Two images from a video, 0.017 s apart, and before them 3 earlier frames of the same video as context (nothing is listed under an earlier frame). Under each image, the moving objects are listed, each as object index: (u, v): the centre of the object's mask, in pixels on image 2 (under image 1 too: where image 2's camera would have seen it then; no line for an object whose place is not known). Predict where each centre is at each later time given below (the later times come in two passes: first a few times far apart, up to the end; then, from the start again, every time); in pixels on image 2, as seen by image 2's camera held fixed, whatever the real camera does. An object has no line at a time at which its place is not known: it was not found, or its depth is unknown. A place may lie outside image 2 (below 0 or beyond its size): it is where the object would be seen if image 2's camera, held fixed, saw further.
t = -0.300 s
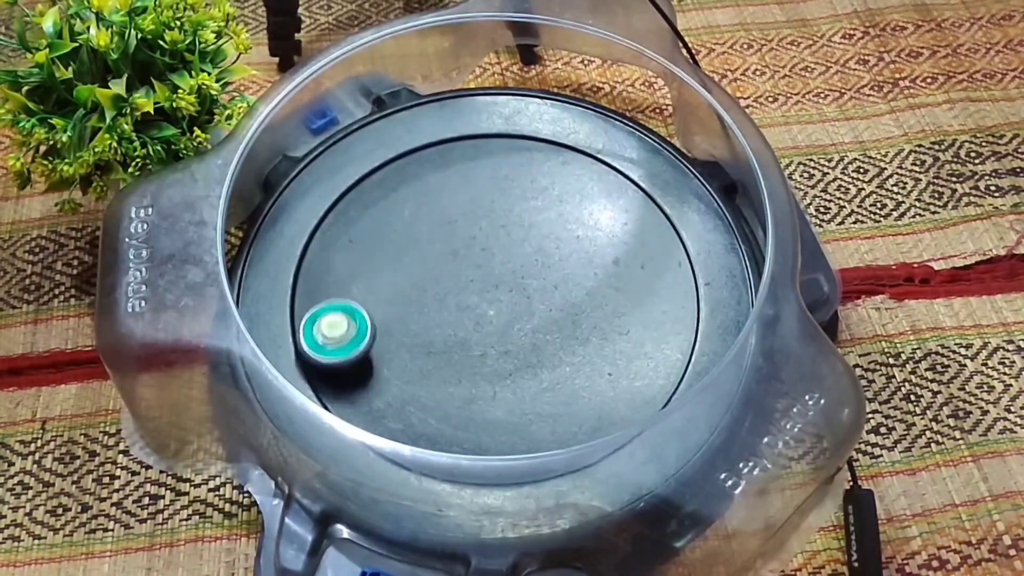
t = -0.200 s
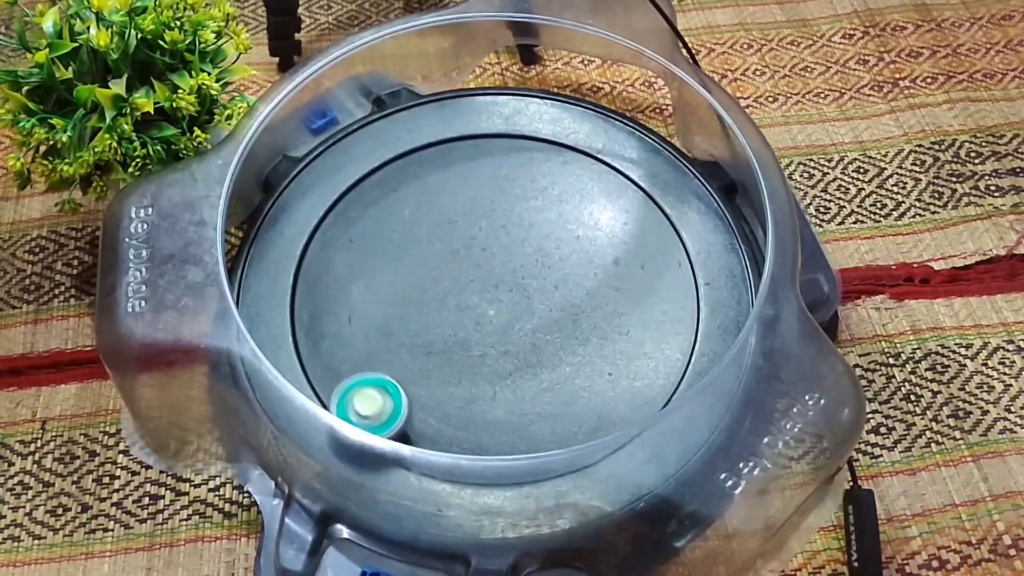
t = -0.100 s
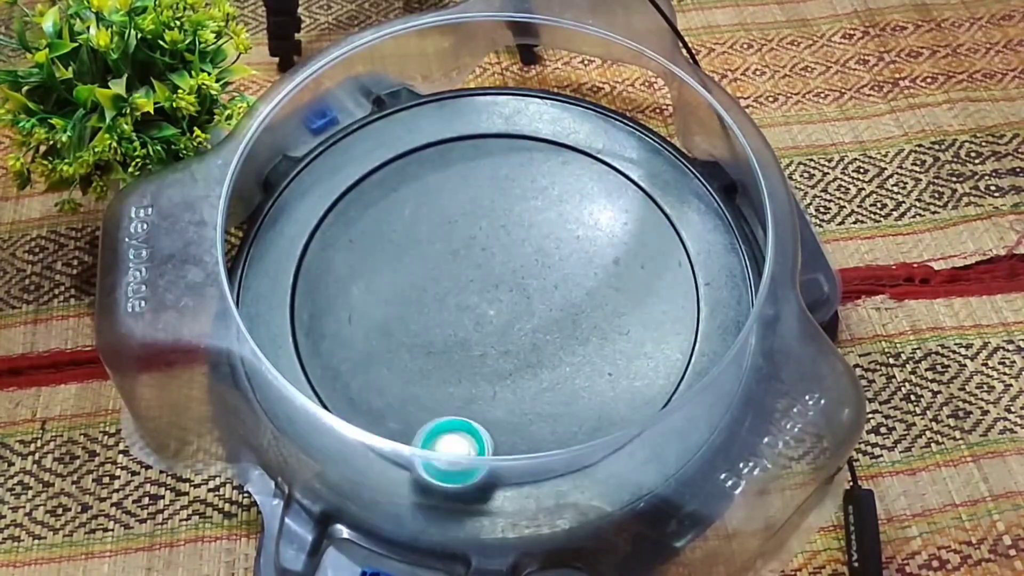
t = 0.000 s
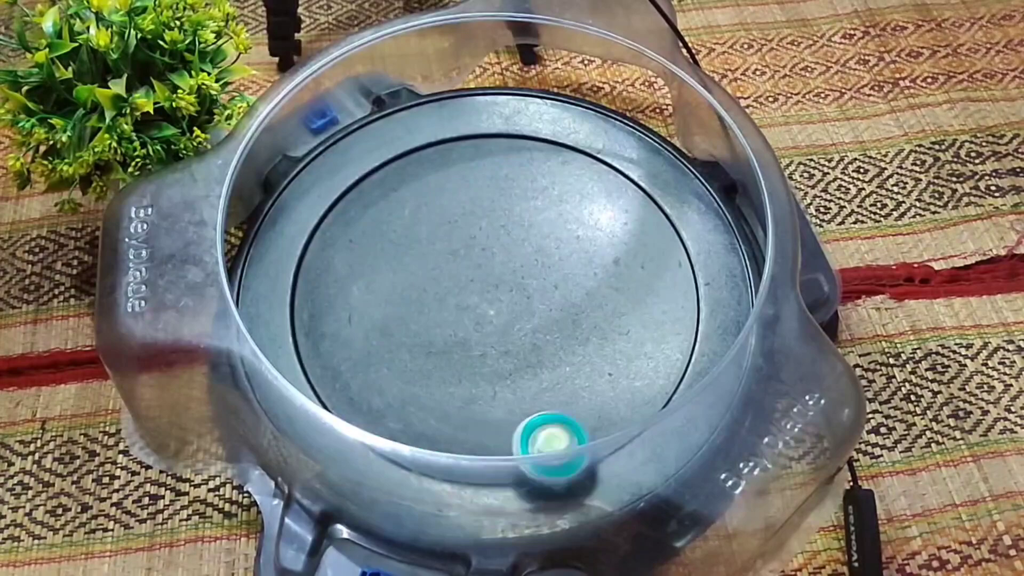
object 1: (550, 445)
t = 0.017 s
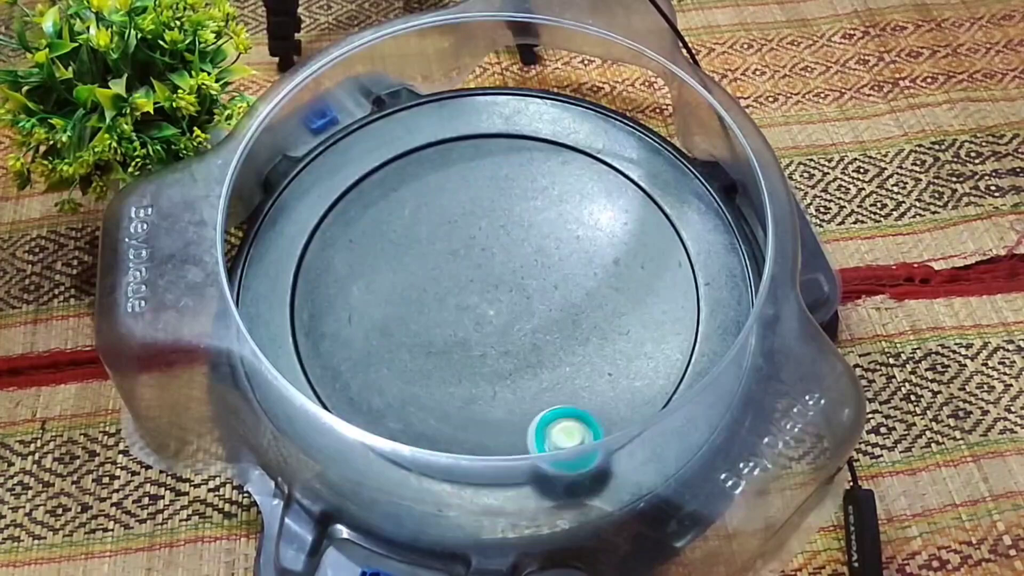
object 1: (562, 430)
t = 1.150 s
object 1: (568, 410)
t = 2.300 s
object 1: (575, 366)
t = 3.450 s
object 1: (597, 356)
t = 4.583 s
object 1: (596, 363)
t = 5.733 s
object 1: (576, 359)
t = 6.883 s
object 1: (514, 320)
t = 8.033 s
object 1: (511, 298)
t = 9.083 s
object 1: (504, 302)
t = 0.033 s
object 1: (576, 424)
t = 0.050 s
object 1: (590, 418)
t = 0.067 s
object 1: (603, 411)
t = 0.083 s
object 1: (615, 403)
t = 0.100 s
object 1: (625, 393)
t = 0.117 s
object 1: (634, 383)
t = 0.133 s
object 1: (640, 370)
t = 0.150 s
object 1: (645, 358)
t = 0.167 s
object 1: (648, 346)
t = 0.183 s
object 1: (649, 332)
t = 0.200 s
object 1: (649, 320)
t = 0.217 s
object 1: (648, 307)
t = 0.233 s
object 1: (645, 295)
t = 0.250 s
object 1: (641, 283)
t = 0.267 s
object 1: (636, 272)
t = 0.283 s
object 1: (630, 260)
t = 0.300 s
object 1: (623, 250)
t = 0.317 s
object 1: (614, 240)
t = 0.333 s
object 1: (605, 231)
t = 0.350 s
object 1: (595, 223)
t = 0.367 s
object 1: (584, 215)
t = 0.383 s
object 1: (573, 208)
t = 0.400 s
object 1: (561, 203)
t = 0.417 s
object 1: (549, 198)
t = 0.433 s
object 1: (536, 195)
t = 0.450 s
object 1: (523, 191)
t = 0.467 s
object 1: (509, 189)
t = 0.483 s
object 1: (496, 188)
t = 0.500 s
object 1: (482, 188)
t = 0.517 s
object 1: (469, 188)
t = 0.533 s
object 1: (456, 190)
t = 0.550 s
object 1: (443, 192)
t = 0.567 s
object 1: (430, 195)
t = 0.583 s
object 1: (418, 200)
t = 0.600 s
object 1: (407, 204)
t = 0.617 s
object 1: (396, 210)
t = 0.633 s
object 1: (386, 216)
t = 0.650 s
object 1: (376, 224)
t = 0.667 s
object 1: (367, 232)
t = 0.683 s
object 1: (359, 241)
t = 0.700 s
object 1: (352, 250)
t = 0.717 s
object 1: (346, 260)
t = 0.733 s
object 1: (340, 270)
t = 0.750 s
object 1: (336, 281)
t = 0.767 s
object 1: (333, 292)
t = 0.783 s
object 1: (332, 304)
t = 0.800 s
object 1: (331, 316)
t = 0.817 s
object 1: (331, 328)
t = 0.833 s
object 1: (333, 340)
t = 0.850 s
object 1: (337, 352)
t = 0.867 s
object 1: (341, 363)
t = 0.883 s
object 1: (348, 375)
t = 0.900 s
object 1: (356, 384)
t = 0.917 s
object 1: (366, 393)
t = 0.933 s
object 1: (377, 402)
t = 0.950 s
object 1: (390, 409)
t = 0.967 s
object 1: (404, 415)
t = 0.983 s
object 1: (418, 420)
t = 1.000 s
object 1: (433, 424)
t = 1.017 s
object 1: (449, 427)
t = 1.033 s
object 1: (465, 429)
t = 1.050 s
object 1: (481, 430)
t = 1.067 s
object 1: (497, 430)
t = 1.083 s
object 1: (512, 428)
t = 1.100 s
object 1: (527, 426)
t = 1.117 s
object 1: (541, 422)
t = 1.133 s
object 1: (555, 417)
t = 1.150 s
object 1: (568, 410)
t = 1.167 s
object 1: (579, 402)
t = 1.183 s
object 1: (588, 392)
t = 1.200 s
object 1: (597, 382)
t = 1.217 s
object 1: (604, 371)
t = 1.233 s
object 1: (610, 359)
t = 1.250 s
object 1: (614, 348)
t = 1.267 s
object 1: (616, 338)
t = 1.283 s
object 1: (617, 326)
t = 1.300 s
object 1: (617, 315)
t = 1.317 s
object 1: (616, 304)
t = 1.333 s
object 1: (614, 294)
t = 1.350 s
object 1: (611, 284)
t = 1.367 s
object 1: (607, 274)
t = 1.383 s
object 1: (601, 265)
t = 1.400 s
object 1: (596, 256)
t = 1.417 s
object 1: (589, 249)
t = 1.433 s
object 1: (581, 241)
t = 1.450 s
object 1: (574, 234)
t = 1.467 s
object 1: (565, 228)
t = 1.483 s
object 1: (556, 222)
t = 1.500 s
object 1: (547, 217)
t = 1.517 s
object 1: (537, 213)
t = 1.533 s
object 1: (528, 209)
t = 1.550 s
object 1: (518, 207)
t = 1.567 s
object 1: (508, 205)
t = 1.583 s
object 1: (498, 204)
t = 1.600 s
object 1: (488, 204)
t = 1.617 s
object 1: (479, 204)
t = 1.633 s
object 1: (469, 205)
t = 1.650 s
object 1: (460, 207)
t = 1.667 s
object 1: (450, 209)
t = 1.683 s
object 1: (441, 212)
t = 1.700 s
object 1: (433, 215)
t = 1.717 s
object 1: (425, 219)
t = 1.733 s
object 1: (417, 224)
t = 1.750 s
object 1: (409, 229)
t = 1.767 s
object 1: (403, 235)
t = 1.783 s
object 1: (397, 242)
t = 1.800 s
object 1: (391, 249)
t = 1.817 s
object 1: (386, 256)
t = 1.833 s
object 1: (382, 265)
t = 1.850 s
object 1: (380, 272)
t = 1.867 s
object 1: (377, 281)
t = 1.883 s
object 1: (376, 290)
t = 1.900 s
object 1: (376, 299)
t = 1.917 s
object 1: (376, 308)
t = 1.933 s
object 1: (378, 317)
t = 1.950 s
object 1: (380, 326)
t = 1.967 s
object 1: (384, 335)
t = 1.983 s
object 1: (388, 345)
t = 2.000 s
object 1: (393, 352)
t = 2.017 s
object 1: (400, 361)
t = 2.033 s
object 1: (407, 368)
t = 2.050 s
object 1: (416, 374)
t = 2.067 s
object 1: (425, 380)
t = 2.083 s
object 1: (435, 386)
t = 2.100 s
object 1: (446, 390)
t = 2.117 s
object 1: (457, 393)
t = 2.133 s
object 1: (468, 395)
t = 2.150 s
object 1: (480, 397)
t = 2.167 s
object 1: (492, 397)
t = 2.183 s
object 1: (504, 396)
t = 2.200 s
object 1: (515, 395)
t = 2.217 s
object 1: (526, 392)
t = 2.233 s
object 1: (538, 389)
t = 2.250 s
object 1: (548, 384)
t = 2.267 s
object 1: (558, 379)
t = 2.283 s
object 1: (566, 373)
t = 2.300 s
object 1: (575, 366)
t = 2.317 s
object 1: (583, 359)
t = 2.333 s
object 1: (589, 351)
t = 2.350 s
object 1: (595, 342)
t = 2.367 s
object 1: (599, 334)
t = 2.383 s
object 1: (603, 325)
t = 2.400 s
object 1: (606, 316)
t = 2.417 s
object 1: (607, 307)
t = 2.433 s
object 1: (608, 297)
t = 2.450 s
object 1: (607, 290)
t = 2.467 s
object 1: (606, 280)
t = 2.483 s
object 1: (604, 272)
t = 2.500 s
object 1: (601, 264)
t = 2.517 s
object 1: (597, 256)
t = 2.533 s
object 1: (593, 249)
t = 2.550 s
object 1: (587, 242)
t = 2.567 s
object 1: (581, 236)
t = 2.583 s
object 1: (575, 230)
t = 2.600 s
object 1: (568, 225)
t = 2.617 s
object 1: (560, 220)
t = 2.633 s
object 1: (552, 216)
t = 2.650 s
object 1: (544, 213)
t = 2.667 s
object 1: (535, 210)
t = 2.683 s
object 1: (527, 207)
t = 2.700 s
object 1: (518, 207)
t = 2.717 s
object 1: (509, 206)
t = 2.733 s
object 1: (500, 206)
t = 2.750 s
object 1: (491, 206)
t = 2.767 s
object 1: (481, 208)
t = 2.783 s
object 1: (473, 209)
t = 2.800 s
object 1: (464, 212)
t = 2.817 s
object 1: (455, 215)
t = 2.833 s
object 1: (447, 219)
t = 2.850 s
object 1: (440, 224)
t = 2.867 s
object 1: (432, 230)
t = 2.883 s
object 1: (425, 235)
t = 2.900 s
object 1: (419, 241)
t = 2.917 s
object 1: (414, 248)
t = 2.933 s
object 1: (409, 256)
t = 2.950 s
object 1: (405, 263)
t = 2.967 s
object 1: (402, 271)
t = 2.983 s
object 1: (400, 280)
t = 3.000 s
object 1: (398, 288)
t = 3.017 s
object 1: (398, 297)
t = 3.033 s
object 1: (398, 306)
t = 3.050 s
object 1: (399, 315)
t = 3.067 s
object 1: (401, 325)
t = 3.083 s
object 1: (404, 334)
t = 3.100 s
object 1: (409, 342)
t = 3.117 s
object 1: (414, 351)
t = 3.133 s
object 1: (420, 358)
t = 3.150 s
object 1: (427, 365)
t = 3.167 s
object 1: (435, 372)
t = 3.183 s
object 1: (443, 378)
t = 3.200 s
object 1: (452, 383)
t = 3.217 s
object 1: (462, 387)
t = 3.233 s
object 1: (473, 390)
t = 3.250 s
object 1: (483, 393)
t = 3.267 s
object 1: (494, 394)
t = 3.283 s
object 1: (505, 395)
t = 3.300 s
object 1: (515, 394)
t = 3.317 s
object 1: (526, 394)
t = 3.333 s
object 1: (537, 392)
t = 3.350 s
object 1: (547, 389)
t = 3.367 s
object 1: (557, 385)
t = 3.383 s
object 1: (567, 381)
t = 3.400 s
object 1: (575, 376)
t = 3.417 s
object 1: (583, 369)
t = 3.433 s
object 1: (591, 363)
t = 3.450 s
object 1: (597, 356)
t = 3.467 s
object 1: (602, 349)
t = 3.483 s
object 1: (607, 341)
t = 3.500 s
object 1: (611, 333)
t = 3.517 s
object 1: (613, 326)
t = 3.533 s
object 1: (615, 317)
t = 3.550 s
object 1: (616, 309)
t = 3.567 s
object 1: (617, 301)
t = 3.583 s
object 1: (615, 293)
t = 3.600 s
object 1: (614, 285)
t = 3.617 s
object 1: (611, 278)
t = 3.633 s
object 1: (608, 270)
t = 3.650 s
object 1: (604, 263)
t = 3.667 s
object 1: (599, 256)
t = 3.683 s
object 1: (594, 250)
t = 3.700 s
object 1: (588, 245)
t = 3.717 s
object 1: (581, 239)
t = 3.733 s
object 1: (574, 235)
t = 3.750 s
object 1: (567, 232)
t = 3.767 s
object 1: (558, 227)
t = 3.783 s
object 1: (550, 224)
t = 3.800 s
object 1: (541, 222)
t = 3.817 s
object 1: (532, 220)
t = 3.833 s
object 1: (523, 219)
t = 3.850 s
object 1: (514, 219)
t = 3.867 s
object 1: (504, 219)
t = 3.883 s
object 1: (495, 221)
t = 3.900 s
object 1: (486, 222)
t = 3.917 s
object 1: (476, 225)
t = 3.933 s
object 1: (468, 228)
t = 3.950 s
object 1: (459, 232)
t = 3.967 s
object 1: (451, 237)
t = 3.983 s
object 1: (443, 242)
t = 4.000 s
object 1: (436, 247)
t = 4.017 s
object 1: (429, 254)
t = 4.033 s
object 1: (423, 261)
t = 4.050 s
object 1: (418, 268)
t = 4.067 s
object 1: (414, 276)
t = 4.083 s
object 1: (410, 284)
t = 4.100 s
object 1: (407, 292)
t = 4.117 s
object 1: (406, 302)
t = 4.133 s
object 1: (404, 310)
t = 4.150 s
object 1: (404, 319)
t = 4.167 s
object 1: (405, 329)
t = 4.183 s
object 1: (406, 338)
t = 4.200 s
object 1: (409, 346)
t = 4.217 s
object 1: (413, 356)
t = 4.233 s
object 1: (418, 363)
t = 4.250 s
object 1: (424, 371)
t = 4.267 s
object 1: (430, 378)
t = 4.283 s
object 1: (437, 384)
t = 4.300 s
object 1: (446, 390)
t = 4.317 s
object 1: (454, 394)
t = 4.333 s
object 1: (464, 399)
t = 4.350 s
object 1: (473, 402)
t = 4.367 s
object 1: (483, 405)
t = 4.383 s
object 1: (494, 407)
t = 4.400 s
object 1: (504, 407)
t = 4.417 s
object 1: (515, 407)
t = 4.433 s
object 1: (525, 405)
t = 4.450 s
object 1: (535, 403)
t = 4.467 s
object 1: (544, 401)
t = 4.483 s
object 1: (553, 397)
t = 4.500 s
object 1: (562, 393)
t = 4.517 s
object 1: (571, 388)
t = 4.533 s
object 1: (578, 383)
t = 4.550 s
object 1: (585, 376)
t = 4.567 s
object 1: (591, 370)
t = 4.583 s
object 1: (596, 363)
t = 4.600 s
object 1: (600, 356)
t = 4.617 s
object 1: (604, 347)
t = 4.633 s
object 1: (606, 340)
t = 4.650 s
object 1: (608, 332)
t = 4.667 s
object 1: (609, 324)
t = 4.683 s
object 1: (609, 317)
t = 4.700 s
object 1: (608, 309)
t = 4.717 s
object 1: (606, 301)
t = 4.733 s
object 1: (604, 293)
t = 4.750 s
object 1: (601, 286)
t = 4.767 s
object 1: (596, 280)
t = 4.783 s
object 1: (592, 273)
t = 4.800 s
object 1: (587, 267)
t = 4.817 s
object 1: (581, 261)
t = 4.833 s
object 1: (574, 255)
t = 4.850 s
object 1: (567, 251)
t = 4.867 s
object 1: (559, 247)
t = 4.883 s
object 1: (551, 243)
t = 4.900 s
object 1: (543, 240)
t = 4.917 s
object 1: (534, 237)
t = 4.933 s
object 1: (526, 235)
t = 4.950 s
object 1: (516, 234)
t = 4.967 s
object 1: (507, 233)
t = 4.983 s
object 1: (498, 234)
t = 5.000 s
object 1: (488, 234)
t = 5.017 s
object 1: (479, 235)
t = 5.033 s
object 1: (470, 237)
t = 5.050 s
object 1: (462, 240)
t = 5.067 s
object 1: (453, 243)
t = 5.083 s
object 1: (446, 247)
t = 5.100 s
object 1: (438, 251)
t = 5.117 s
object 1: (431, 257)
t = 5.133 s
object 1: (424, 262)
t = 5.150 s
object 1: (419, 268)
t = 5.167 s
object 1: (413, 274)
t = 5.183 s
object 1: (409, 280)
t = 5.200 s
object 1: (405, 288)
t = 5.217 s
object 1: (401, 295)
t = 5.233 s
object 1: (399, 303)
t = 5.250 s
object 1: (397, 311)
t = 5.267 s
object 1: (396, 319)
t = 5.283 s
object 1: (396, 327)
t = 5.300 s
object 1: (396, 335)
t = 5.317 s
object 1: (398, 344)
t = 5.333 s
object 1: (400, 351)
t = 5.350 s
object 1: (403, 359)
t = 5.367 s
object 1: (408, 365)
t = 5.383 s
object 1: (413, 372)
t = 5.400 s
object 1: (419, 378)
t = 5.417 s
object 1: (425, 384)
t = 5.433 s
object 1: (433, 389)
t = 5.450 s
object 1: (440, 394)
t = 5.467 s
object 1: (449, 397)
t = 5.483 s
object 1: (458, 400)
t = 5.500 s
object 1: (467, 403)
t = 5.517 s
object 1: (476, 404)
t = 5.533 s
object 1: (486, 405)
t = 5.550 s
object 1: (495, 405)
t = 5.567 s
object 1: (505, 404)
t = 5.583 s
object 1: (514, 402)
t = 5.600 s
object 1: (523, 400)
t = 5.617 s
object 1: (531, 397)
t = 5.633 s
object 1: (539, 393)
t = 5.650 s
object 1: (547, 388)
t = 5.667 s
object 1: (554, 383)
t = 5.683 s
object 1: (561, 378)
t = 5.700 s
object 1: (567, 372)
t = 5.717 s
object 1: (572, 366)
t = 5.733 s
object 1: (576, 359)
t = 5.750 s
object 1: (579, 352)
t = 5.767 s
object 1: (582, 345)
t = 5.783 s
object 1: (584, 337)
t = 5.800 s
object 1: (585, 330)
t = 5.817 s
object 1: (586, 322)
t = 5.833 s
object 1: (586, 314)
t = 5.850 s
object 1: (585, 307)
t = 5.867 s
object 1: (583, 300)
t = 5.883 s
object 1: (581, 292)
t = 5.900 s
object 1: (578, 286)
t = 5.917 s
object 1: (574, 279)
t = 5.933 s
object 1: (570, 273)
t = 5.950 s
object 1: (564, 266)
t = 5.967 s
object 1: (559, 260)
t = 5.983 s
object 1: (552, 255)
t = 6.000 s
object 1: (545, 251)
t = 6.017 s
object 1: (537, 248)
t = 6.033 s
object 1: (529, 244)
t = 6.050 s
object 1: (521, 242)
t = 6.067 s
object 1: (513, 240)
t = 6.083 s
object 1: (504, 239)
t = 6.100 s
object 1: (497, 238)
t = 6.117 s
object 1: (488, 238)
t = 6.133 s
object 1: (480, 239)
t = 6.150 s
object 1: (474, 240)
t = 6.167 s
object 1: (467, 242)
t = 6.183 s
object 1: (461, 244)
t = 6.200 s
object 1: (455, 246)
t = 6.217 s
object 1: (449, 250)
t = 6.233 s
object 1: (443, 253)
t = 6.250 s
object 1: (438, 256)
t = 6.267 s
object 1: (434, 261)
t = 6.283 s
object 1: (429, 266)
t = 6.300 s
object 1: (426, 271)
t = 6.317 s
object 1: (423, 275)
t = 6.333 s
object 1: (420, 280)
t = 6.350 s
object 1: (419, 285)
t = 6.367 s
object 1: (417, 291)
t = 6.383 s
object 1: (417, 297)
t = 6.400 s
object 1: (417, 301)
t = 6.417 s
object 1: (418, 307)
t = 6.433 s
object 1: (419, 312)
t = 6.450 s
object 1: (421, 317)
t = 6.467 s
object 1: (423, 322)
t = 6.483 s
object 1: (426, 327)
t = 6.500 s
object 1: (429, 330)
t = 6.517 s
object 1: (433, 334)
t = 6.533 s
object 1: (437, 337)
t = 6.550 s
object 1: (441, 340)
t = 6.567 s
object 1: (445, 343)
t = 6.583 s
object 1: (450, 345)
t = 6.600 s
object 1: (456, 346)
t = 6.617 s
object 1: (461, 347)
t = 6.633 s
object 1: (467, 347)
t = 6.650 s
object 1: (472, 348)
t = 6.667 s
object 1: (478, 347)
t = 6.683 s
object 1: (483, 346)
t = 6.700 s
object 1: (488, 345)
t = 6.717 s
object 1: (493, 343)
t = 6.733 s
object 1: (497, 341)
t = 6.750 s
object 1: (500, 339)
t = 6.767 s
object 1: (503, 336)
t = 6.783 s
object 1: (506, 334)
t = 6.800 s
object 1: (508, 332)
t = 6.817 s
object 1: (510, 330)
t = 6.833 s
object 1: (511, 327)
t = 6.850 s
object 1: (512, 325)
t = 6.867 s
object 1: (513, 322)
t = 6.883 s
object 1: (514, 320)
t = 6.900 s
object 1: (514, 318)
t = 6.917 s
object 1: (515, 315)
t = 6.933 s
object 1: (515, 313)
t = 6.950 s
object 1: (514, 311)
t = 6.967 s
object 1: (513, 309)
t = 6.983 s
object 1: (513, 308)
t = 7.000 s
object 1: (512, 306)
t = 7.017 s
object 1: (511, 305)
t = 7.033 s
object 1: (510, 304)
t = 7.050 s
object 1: (510, 302)
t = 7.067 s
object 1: (509, 301)
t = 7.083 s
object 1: (508, 301)
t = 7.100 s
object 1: (507, 300)
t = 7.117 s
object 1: (505, 299)
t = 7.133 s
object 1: (504, 298)
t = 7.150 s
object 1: (504, 297)
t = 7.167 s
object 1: (503, 296)
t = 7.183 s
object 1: (502, 296)
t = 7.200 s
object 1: (501, 296)
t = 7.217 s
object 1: (500, 296)
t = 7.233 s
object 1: (499, 295)
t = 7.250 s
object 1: (498, 295)
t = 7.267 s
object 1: (497, 294)
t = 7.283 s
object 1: (496, 294)
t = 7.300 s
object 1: (495, 294)
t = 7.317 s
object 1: (495, 294)
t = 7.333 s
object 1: (494, 294)
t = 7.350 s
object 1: (493, 293)
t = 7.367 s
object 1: (492, 294)
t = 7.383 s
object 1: (492, 293)
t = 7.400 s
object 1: (491, 293)
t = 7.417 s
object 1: (490, 294)
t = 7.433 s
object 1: (490, 294)
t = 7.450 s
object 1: (489, 294)
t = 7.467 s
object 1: (489, 294)
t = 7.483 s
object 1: (489, 294)
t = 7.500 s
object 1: (488, 295)
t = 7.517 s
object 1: (488, 295)
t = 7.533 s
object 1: (488, 296)
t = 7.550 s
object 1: (488, 296)
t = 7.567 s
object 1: (488, 297)
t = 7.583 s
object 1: (488, 297)
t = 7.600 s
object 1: (488, 298)
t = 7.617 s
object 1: (488, 299)
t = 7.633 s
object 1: (488, 300)
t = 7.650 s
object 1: (489, 300)
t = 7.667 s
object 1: (489, 300)
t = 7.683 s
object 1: (490, 301)
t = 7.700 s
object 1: (491, 302)
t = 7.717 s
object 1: (491, 303)
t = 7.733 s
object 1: (493, 303)
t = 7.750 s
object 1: (494, 304)
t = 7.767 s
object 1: (495, 304)
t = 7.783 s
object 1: (496, 304)
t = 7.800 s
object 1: (497, 304)
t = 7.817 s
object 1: (499, 304)
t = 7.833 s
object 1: (500, 304)
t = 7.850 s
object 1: (501, 304)
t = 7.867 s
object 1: (502, 304)
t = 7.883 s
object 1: (504, 304)
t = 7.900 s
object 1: (505, 304)
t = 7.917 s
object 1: (506, 303)
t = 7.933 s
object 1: (507, 303)
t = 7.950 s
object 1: (508, 302)
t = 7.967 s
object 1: (509, 301)
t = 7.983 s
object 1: (510, 300)
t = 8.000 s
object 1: (510, 299)
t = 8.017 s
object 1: (511, 299)
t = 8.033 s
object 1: (511, 298)
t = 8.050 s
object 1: (512, 297)
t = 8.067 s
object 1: (512, 296)
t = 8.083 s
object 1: (512, 295)
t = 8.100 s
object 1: (511, 293)
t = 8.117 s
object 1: (511, 292)
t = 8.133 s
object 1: (510, 292)
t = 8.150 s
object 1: (509, 291)
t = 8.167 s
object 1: (508, 290)
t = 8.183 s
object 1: (507, 290)
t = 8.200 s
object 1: (506, 289)
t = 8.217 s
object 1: (505, 290)
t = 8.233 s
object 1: (503, 289)
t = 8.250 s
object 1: (503, 290)
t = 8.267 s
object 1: (501, 291)
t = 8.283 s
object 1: (500, 292)
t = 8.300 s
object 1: (500, 293)
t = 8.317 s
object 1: (499, 295)
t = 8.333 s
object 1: (498, 296)
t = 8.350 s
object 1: (498, 297)
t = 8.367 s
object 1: (498, 298)
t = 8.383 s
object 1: (498, 300)
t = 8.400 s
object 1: (498, 302)
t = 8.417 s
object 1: (498, 303)
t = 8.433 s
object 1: (499, 305)
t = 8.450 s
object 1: (500, 305)
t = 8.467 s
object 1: (501, 307)
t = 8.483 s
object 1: (502, 308)
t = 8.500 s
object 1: (503, 309)
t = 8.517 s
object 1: (504, 310)
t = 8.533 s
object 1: (505, 310)
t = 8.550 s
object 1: (506, 311)
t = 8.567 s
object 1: (508, 311)
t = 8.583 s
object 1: (509, 312)
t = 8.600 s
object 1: (510, 312)
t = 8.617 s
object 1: (512, 312)
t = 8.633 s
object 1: (513, 311)
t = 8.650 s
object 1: (514, 311)
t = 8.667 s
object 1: (516, 311)
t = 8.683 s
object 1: (517, 310)
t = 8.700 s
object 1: (518, 310)
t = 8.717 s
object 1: (519, 309)
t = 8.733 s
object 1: (520, 308)
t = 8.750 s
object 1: (521, 307)
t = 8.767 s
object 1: (522, 307)
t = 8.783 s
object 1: (522, 306)
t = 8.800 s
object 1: (522, 305)
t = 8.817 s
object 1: (522, 304)
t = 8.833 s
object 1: (522, 303)
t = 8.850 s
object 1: (521, 302)
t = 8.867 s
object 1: (521, 301)
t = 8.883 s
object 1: (520, 300)
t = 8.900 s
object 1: (519, 299)
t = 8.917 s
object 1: (518, 298)
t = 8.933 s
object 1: (516, 298)
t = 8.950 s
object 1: (515, 298)
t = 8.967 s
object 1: (513, 298)
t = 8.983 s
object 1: (512, 298)
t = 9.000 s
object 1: (510, 298)
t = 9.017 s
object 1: (509, 299)
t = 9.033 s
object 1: (507, 299)
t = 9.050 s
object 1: (506, 300)
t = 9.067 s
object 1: (505, 301)
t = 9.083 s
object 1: (504, 302)
